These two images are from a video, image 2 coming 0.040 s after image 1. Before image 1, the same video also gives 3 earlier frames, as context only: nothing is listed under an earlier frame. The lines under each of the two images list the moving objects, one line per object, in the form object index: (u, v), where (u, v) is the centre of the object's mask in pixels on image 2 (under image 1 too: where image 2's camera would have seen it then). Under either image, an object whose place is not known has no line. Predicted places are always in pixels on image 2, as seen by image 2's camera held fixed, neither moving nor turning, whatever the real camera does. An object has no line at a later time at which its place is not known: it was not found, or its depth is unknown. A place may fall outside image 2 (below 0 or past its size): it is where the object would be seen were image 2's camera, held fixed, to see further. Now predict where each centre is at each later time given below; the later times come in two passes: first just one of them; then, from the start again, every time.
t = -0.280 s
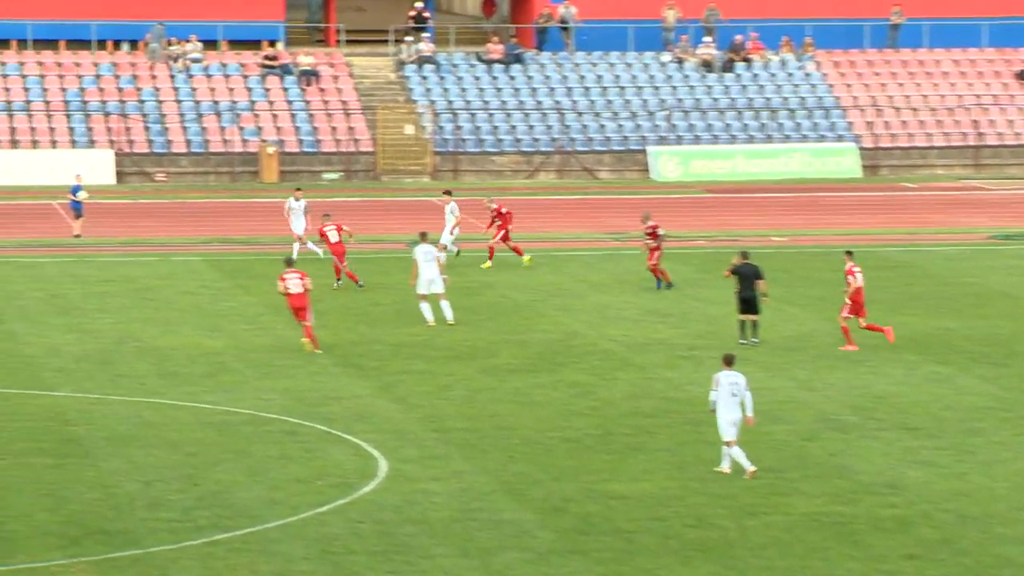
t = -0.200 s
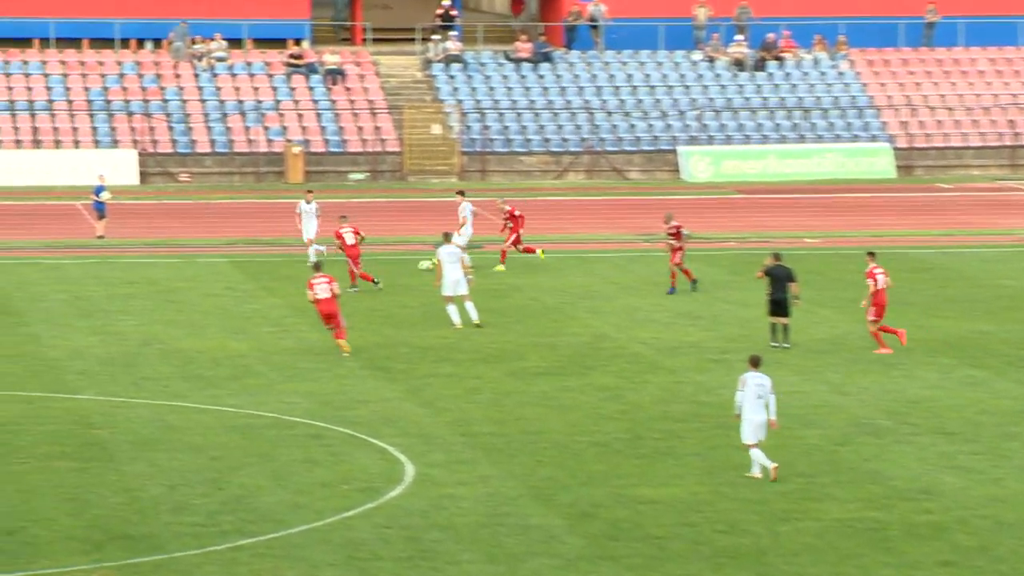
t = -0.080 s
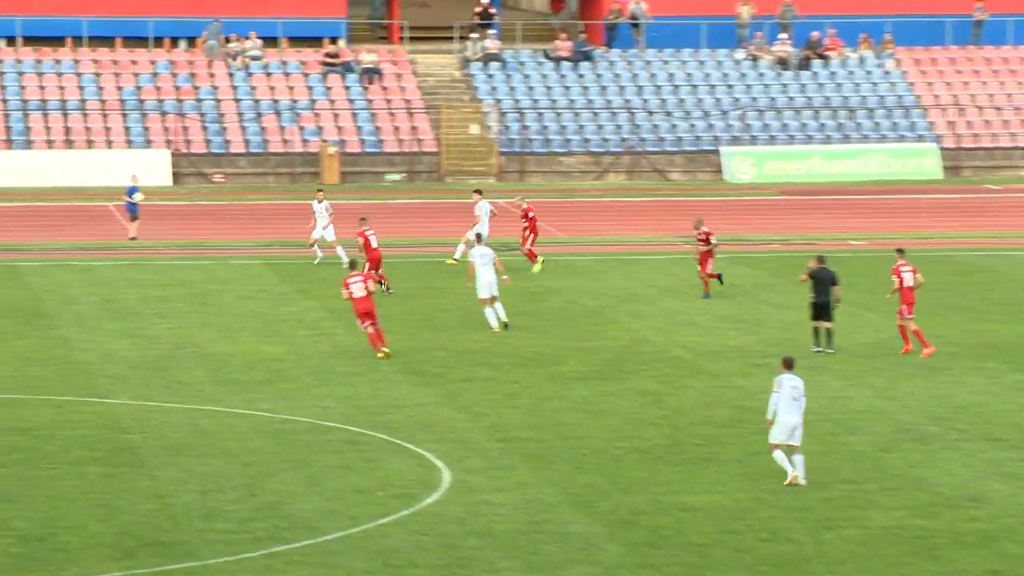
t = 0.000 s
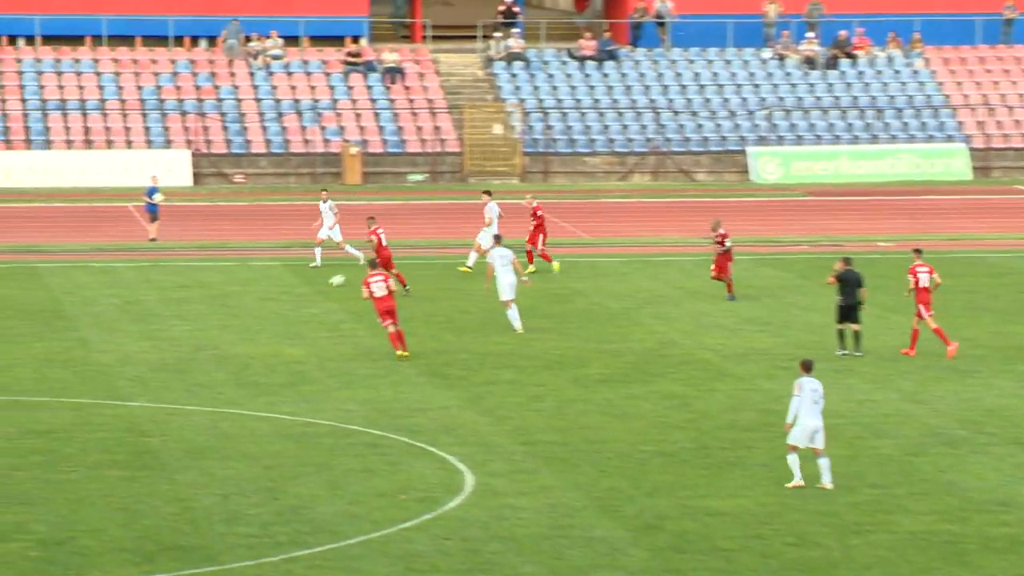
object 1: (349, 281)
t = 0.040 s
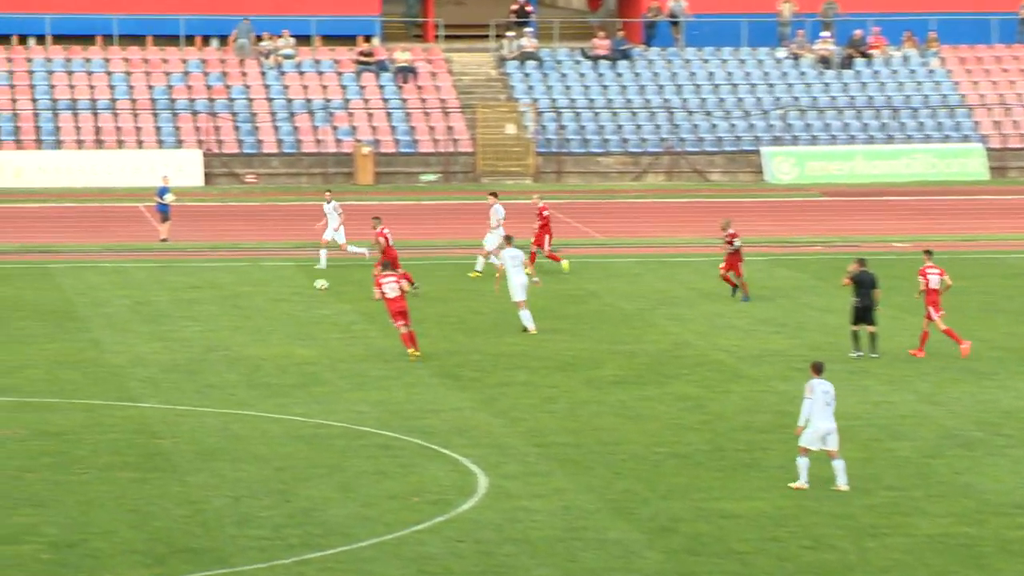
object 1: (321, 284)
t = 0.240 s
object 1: (190, 290)
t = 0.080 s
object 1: (295, 283)
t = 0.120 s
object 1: (268, 283)
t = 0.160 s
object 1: (242, 284)
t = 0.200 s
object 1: (216, 286)
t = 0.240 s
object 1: (190, 290)
